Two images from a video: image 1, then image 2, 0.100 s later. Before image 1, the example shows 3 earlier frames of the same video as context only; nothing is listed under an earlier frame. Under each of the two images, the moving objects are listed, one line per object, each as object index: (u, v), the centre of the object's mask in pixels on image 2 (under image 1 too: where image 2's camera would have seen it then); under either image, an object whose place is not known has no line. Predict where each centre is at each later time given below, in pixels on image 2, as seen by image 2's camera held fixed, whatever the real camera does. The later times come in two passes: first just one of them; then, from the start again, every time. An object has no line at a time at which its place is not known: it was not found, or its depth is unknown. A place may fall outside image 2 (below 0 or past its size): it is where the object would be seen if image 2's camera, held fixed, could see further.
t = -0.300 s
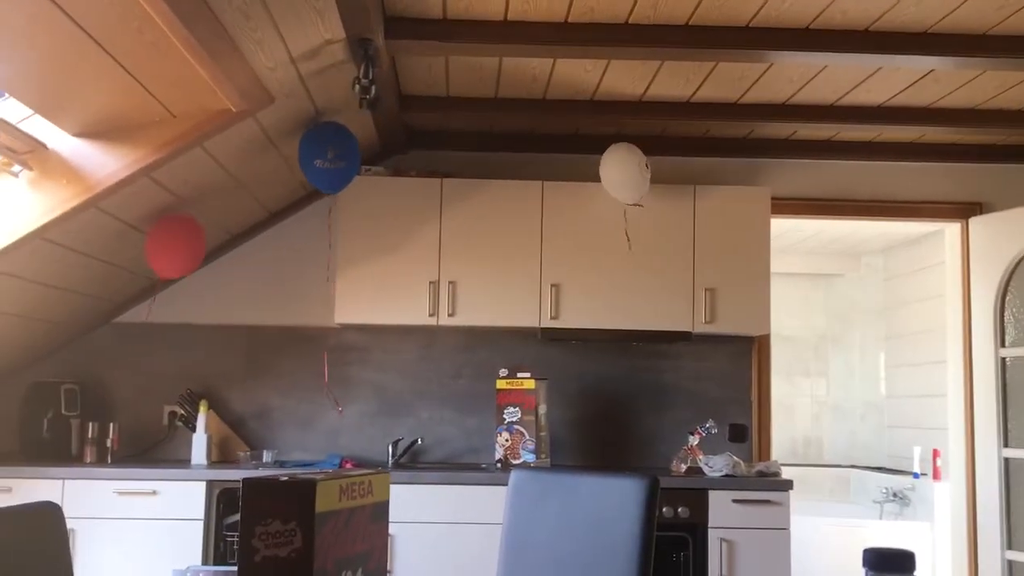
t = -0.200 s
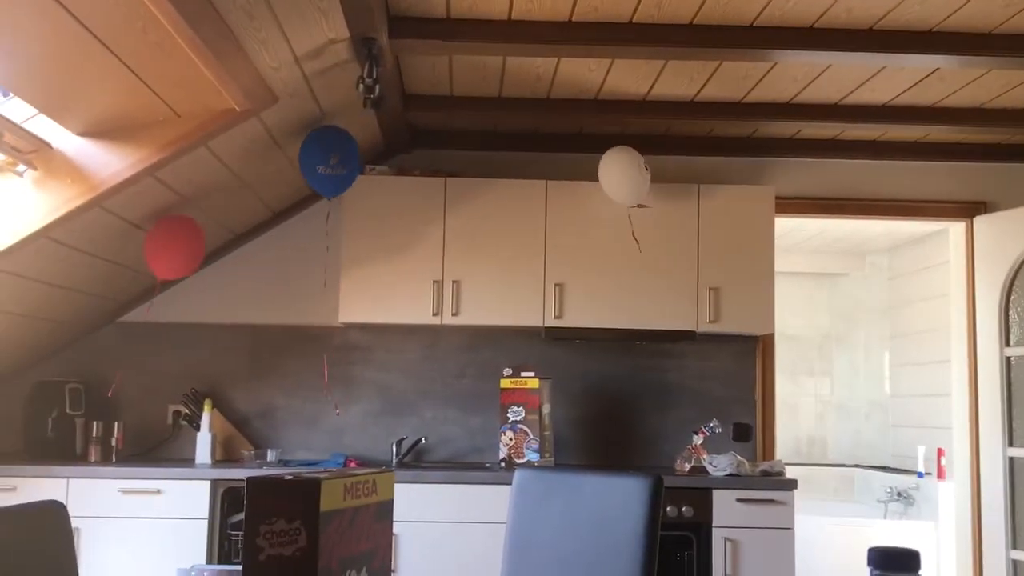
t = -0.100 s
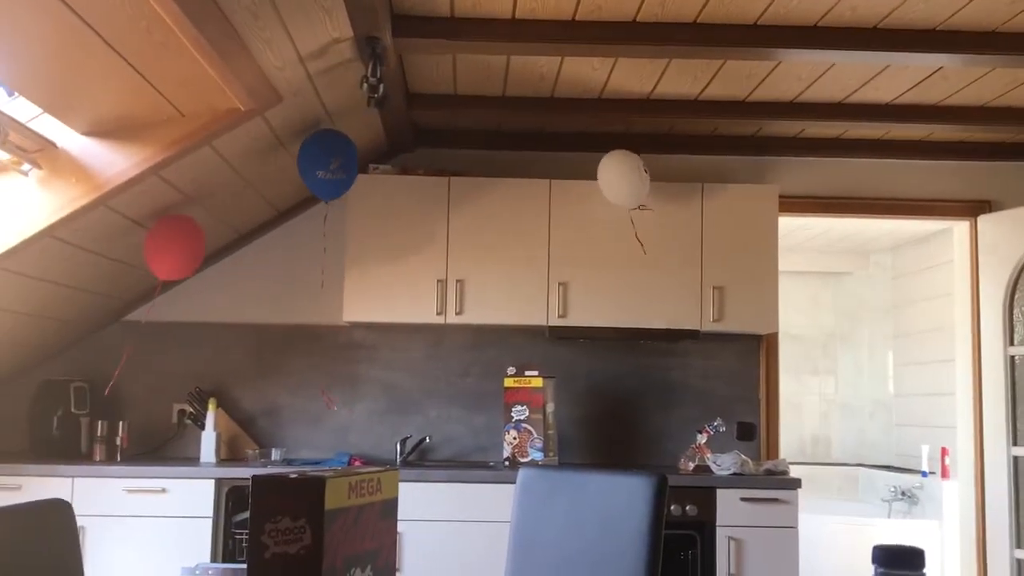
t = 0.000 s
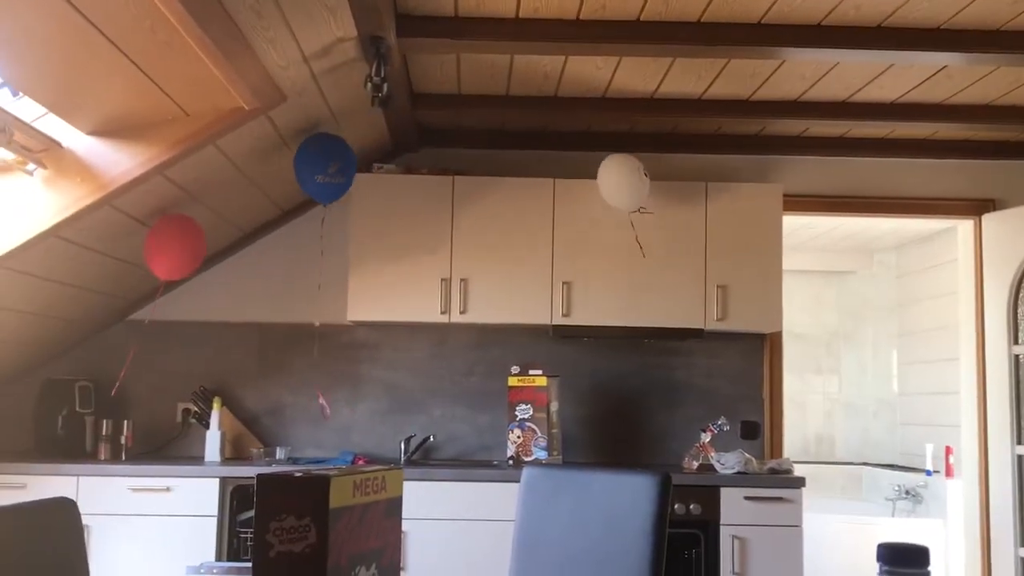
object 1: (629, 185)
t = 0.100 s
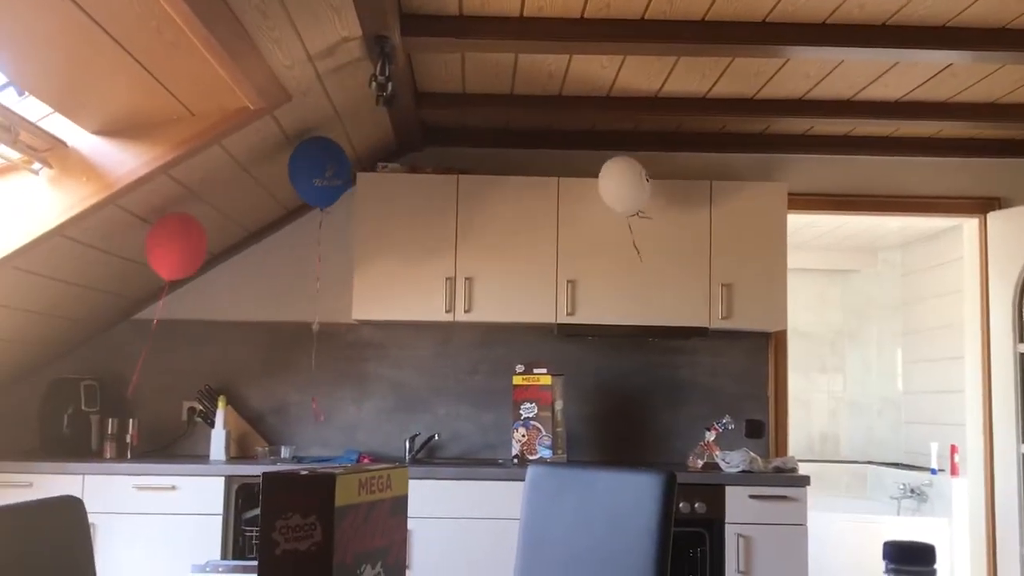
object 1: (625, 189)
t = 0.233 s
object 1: (620, 196)
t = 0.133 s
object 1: (624, 191)
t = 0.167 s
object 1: (623, 192)
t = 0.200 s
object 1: (622, 194)
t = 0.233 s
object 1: (620, 196)
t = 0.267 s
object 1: (619, 197)
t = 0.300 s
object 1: (618, 199)
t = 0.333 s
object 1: (617, 200)
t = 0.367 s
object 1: (616, 202)
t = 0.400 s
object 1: (614, 203)
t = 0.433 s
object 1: (613, 204)
